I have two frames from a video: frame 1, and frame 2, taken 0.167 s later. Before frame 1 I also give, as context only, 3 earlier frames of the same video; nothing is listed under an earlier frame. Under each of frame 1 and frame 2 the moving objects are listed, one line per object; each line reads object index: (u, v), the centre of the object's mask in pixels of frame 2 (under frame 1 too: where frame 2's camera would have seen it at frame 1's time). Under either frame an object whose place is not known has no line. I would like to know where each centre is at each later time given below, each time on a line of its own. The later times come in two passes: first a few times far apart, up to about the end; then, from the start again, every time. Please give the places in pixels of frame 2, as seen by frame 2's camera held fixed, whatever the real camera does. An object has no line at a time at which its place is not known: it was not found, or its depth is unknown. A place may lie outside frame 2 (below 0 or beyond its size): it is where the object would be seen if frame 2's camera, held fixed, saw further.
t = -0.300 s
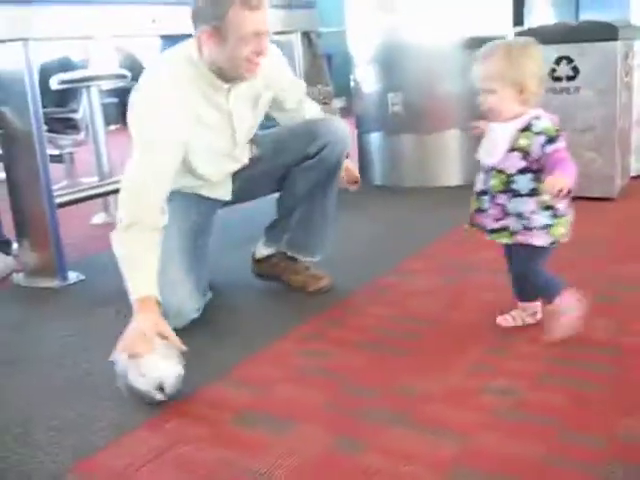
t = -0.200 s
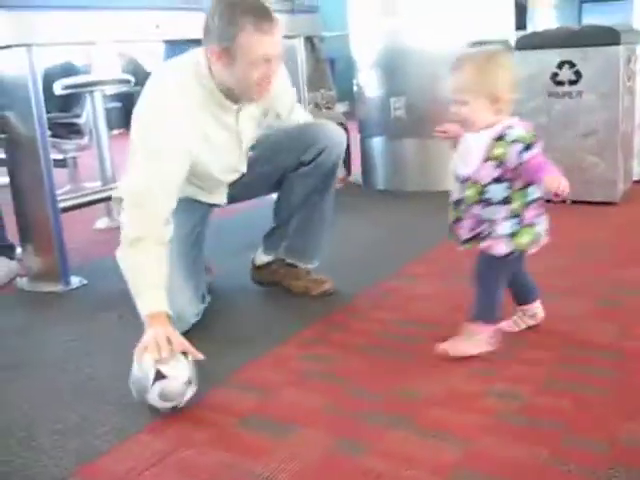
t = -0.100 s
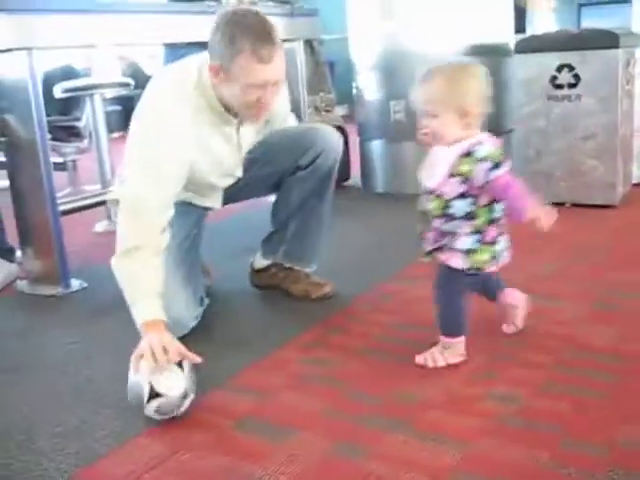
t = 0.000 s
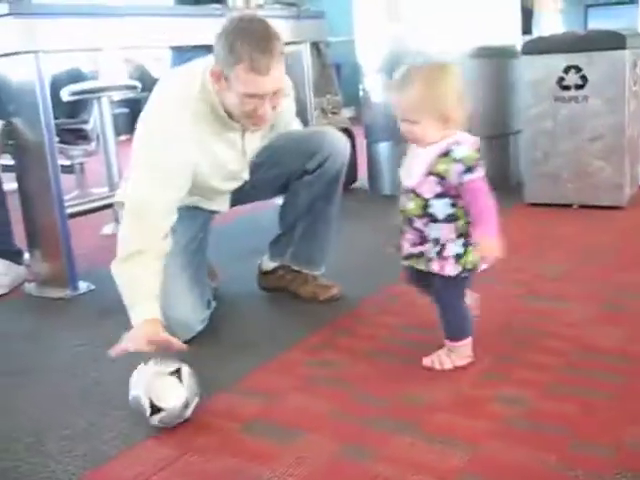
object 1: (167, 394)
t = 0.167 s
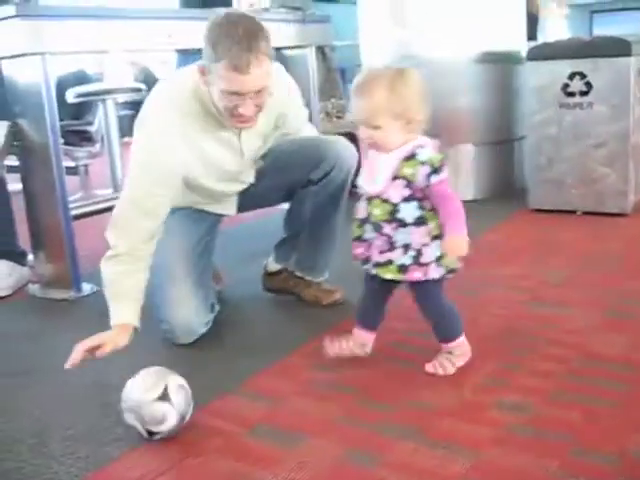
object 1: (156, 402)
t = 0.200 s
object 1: (154, 404)
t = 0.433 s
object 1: (143, 418)
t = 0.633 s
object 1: (131, 432)
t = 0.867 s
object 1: (121, 444)
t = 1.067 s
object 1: (117, 456)
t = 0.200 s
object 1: (154, 404)
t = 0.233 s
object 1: (153, 406)
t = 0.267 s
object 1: (151, 408)
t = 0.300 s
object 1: (149, 410)
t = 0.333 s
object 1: (149, 411)
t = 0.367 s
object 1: (147, 413)
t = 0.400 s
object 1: (145, 415)
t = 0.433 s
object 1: (143, 418)
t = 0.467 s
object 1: (141, 420)
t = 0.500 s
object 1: (139, 423)
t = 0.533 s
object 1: (137, 426)
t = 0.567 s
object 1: (135, 428)
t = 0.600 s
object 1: (133, 430)
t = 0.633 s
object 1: (131, 432)
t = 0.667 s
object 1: (129, 434)
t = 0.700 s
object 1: (128, 435)
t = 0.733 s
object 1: (126, 438)
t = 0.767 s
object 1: (123, 440)
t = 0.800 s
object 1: (121, 442)
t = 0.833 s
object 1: (121, 443)
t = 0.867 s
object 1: (121, 444)
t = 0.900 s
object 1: (119, 446)
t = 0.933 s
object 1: (118, 448)
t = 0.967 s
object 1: (118, 450)
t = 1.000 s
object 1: (117, 452)
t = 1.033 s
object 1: (117, 454)
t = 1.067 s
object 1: (117, 456)
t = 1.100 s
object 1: (117, 458)
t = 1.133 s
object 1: (118, 459)
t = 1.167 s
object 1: (118, 461)
